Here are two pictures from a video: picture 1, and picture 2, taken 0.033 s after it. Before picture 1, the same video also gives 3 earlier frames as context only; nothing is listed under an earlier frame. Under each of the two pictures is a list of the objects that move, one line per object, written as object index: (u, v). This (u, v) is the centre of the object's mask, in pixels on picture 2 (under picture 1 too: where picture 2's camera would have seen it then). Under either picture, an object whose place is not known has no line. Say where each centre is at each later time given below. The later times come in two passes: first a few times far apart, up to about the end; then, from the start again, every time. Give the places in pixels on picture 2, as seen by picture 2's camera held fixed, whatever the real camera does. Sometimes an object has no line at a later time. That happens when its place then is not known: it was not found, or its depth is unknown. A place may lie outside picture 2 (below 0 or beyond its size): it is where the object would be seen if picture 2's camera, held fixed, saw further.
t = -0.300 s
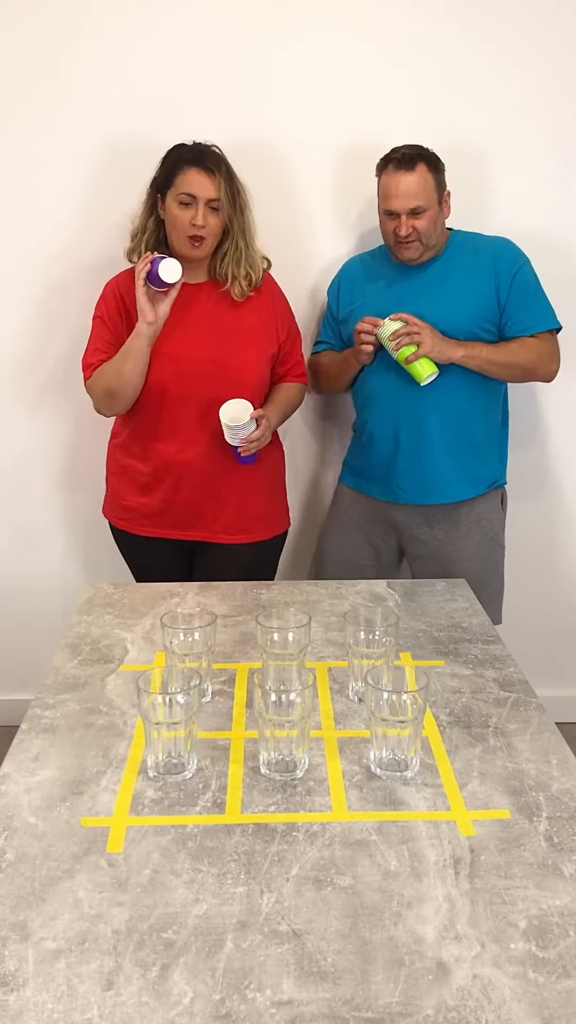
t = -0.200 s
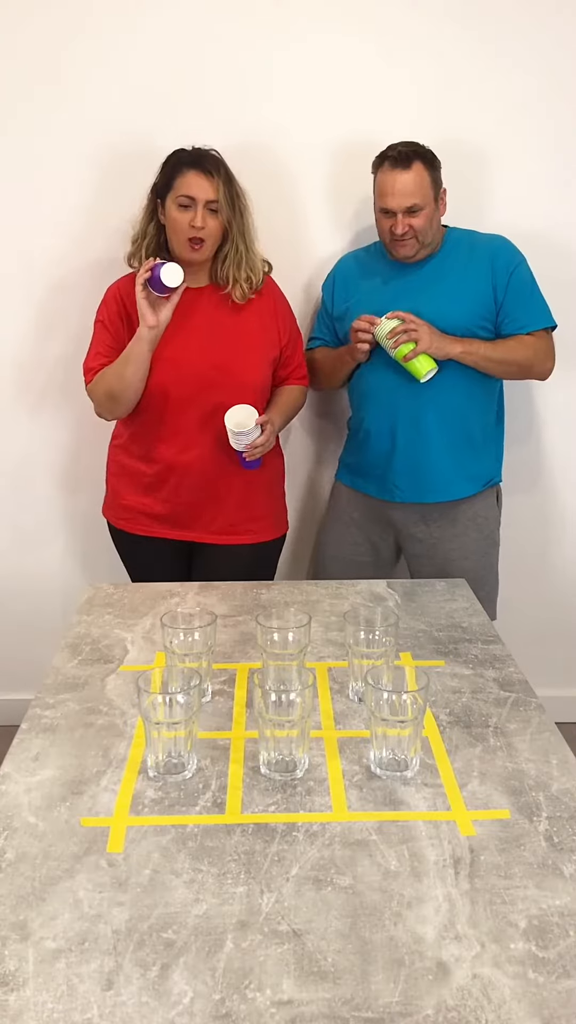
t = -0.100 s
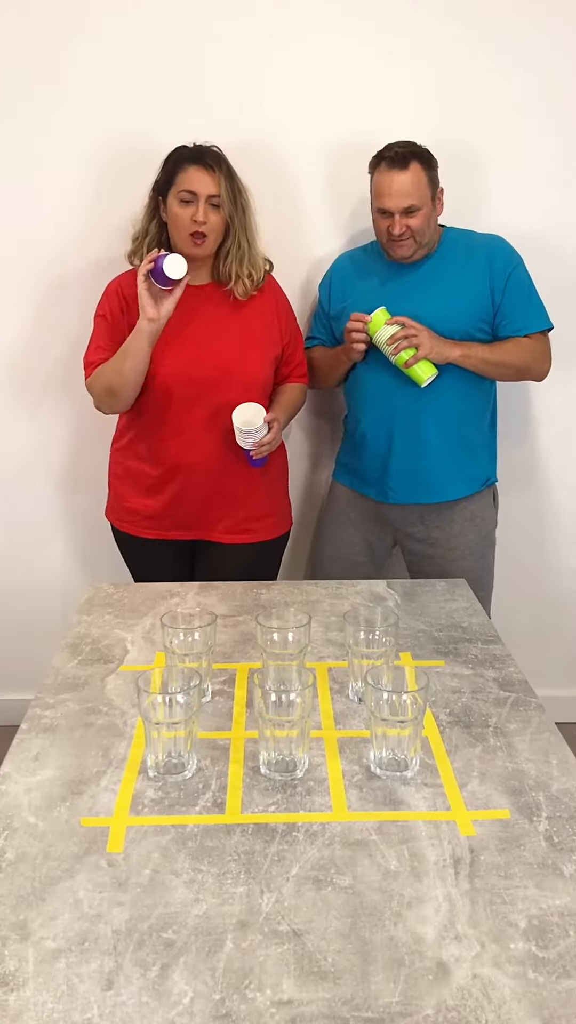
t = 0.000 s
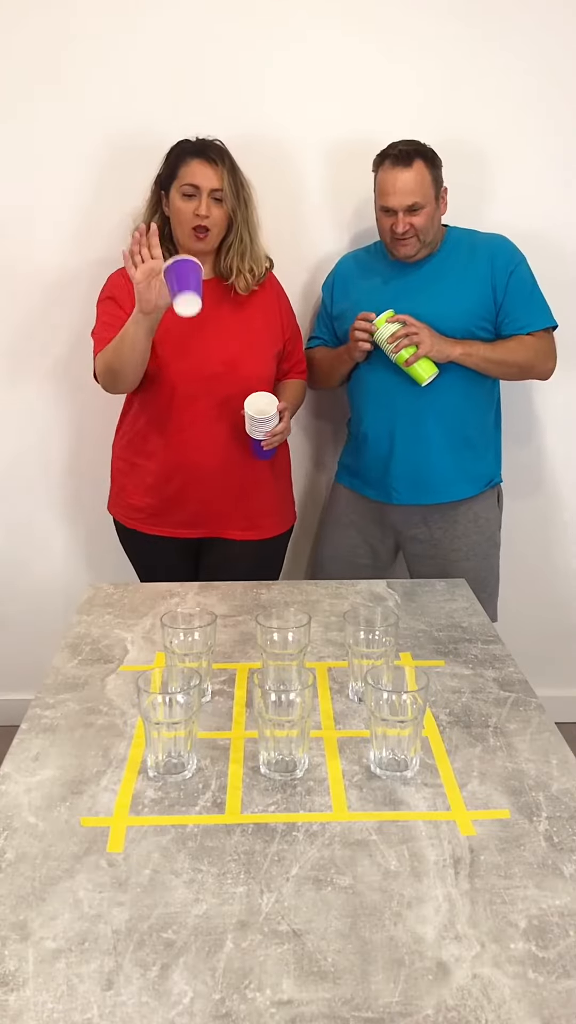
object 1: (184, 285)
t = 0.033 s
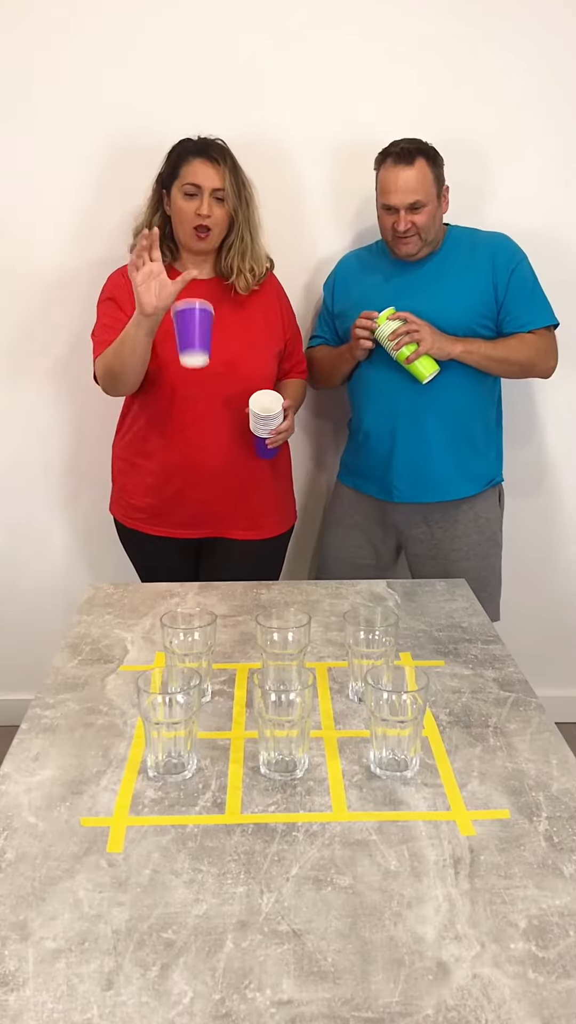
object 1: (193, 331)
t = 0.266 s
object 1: (235, 624)
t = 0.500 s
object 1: (294, 598)
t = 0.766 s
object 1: (325, 580)
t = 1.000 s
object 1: (322, 566)
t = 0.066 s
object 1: (203, 403)
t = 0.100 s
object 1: (212, 498)
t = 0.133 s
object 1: (221, 604)
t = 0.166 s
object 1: (216, 620)
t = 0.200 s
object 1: (216, 610)
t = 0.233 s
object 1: (221, 611)
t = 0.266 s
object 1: (235, 624)
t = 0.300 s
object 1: (249, 618)
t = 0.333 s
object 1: (258, 610)
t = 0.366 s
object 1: (271, 603)
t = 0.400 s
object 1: (277, 604)
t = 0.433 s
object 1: (282, 605)
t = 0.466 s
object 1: (288, 598)
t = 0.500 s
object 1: (294, 598)
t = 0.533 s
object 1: (301, 595)
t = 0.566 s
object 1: (307, 595)
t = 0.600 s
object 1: (313, 593)
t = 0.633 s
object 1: (317, 590)
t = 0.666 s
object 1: (320, 587)
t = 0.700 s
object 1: (322, 585)
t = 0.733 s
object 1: (324, 582)
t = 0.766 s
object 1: (325, 580)
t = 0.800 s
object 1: (325, 577)
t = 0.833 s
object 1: (325, 575)
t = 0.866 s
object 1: (325, 572)
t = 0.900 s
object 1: (325, 570)
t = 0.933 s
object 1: (324, 567)
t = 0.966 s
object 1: (323, 565)
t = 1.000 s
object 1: (322, 566)
